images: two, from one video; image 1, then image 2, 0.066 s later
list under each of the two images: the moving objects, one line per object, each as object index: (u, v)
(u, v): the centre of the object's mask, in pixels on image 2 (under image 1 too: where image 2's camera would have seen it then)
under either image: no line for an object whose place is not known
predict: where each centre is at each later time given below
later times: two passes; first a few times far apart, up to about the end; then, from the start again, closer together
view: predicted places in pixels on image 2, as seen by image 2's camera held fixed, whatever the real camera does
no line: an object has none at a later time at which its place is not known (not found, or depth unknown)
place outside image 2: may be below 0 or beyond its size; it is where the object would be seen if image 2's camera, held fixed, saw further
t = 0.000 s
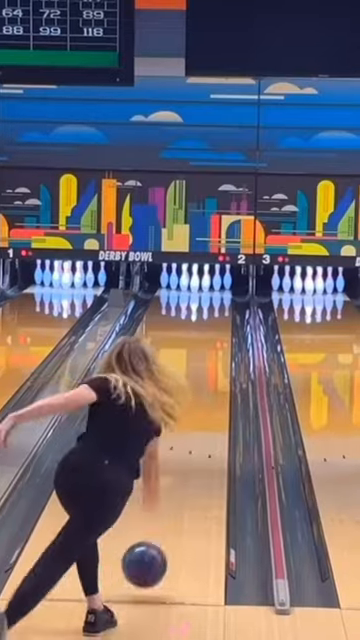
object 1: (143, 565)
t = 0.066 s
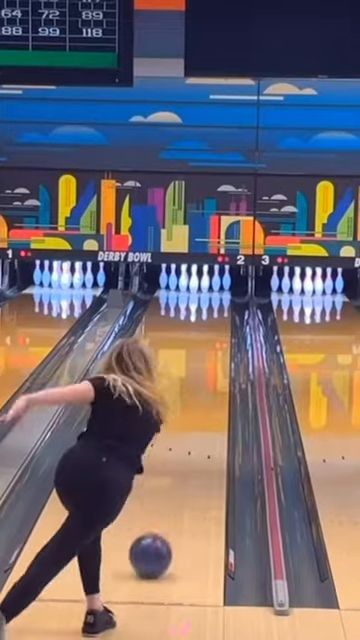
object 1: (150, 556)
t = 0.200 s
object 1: (163, 516)
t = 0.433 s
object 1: (179, 462)
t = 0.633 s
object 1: (189, 427)
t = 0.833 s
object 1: (196, 400)
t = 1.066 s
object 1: (203, 373)
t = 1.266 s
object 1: (207, 355)
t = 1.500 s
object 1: (211, 337)
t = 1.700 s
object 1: (213, 324)
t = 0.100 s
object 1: (153, 545)
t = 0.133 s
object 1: (157, 535)
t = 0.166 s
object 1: (160, 525)
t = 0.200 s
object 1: (163, 516)
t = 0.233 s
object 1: (166, 507)
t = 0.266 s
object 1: (168, 499)
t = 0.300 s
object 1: (170, 491)
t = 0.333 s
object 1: (172, 484)
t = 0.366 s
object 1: (175, 476)
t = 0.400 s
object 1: (177, 469)
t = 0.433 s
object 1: (179, 462)
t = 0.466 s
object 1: (181, 456)
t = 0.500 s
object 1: (182, 450)
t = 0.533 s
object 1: (184, 444)
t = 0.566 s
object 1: (186, 439)
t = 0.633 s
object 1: (189, 427)
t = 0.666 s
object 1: (190, 422)
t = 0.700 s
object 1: (192, 417)
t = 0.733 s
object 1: (193, 413)
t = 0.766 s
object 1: (194, 408)
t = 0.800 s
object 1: (195, 404)
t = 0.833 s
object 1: (196, 400)
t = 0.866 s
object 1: (198, 395)
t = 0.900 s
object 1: (198, 392)
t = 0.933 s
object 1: (199, 388)
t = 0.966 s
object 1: (200, 384)
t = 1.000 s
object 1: (201, 380)
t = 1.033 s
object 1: (202, 377)
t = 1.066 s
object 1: (203, 373)
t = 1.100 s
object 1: (203, 370)
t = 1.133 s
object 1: (204, 367)
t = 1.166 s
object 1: (205, 364)
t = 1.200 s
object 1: (206, 361)
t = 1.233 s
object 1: (206, 358)
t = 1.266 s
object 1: (207, 355)
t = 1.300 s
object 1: (208, 352)
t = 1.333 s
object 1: (208, 349)
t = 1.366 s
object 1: (209, 347)
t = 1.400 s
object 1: (209, 344)
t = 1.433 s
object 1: (210, 342)
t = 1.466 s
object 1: (210, 339)
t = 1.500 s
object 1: (211, 337)
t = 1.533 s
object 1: (211, 335)
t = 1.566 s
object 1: (212, 332)
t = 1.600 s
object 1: (212, 330)
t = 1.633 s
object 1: (213, 328)
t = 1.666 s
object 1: (213, 325)
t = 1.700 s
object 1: (213, 324)
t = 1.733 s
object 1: (213, 322)
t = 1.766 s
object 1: (213, 321)
